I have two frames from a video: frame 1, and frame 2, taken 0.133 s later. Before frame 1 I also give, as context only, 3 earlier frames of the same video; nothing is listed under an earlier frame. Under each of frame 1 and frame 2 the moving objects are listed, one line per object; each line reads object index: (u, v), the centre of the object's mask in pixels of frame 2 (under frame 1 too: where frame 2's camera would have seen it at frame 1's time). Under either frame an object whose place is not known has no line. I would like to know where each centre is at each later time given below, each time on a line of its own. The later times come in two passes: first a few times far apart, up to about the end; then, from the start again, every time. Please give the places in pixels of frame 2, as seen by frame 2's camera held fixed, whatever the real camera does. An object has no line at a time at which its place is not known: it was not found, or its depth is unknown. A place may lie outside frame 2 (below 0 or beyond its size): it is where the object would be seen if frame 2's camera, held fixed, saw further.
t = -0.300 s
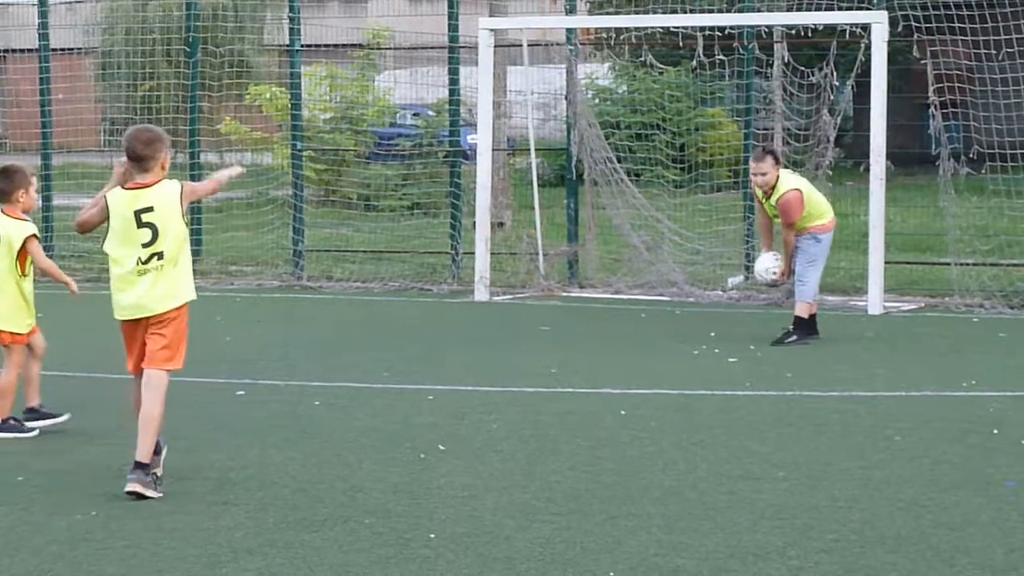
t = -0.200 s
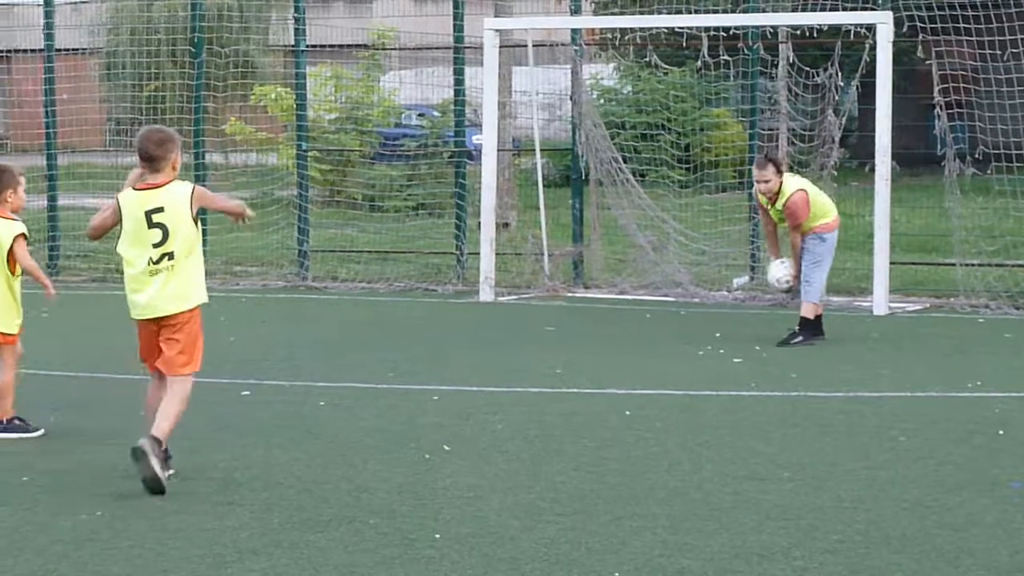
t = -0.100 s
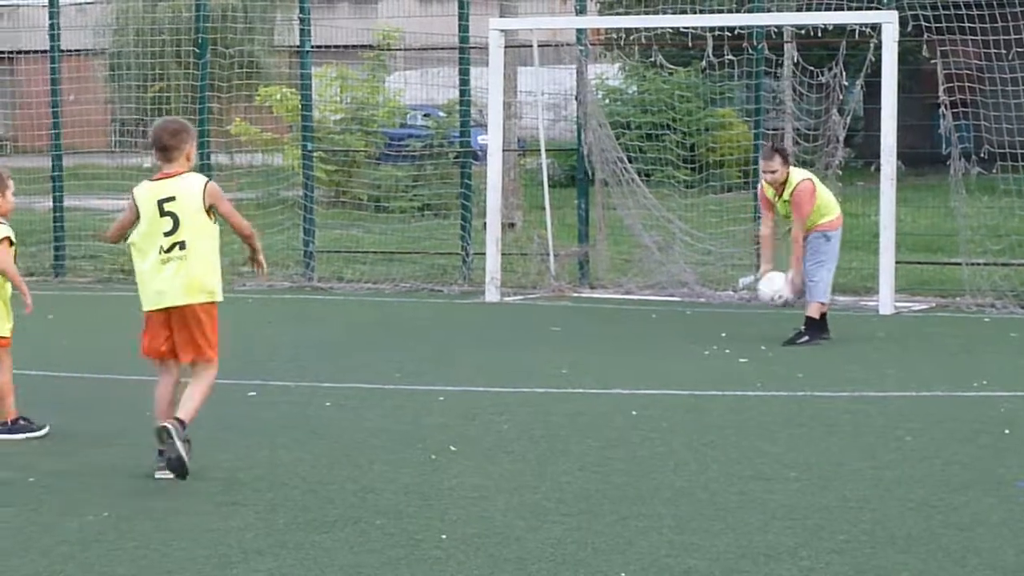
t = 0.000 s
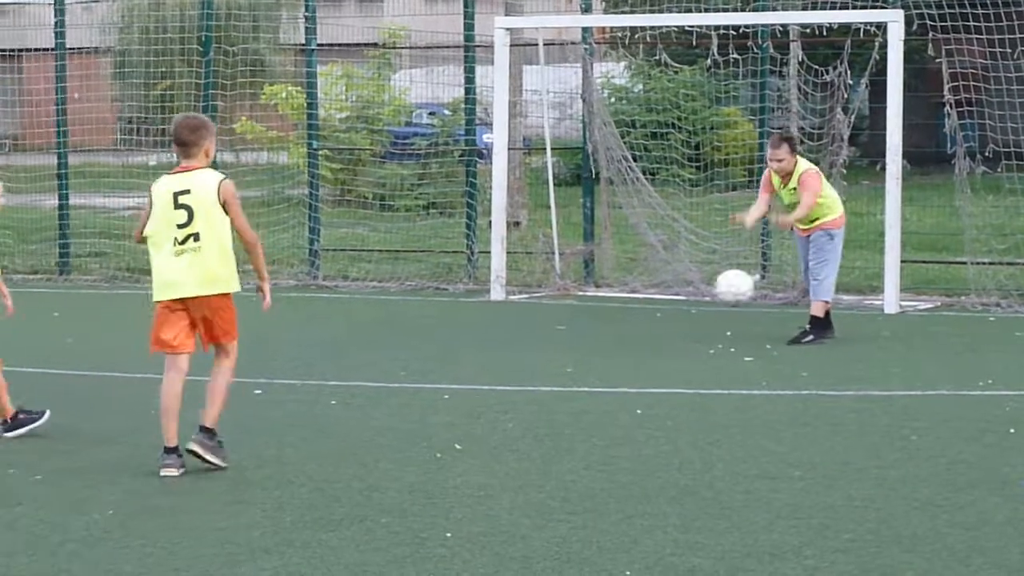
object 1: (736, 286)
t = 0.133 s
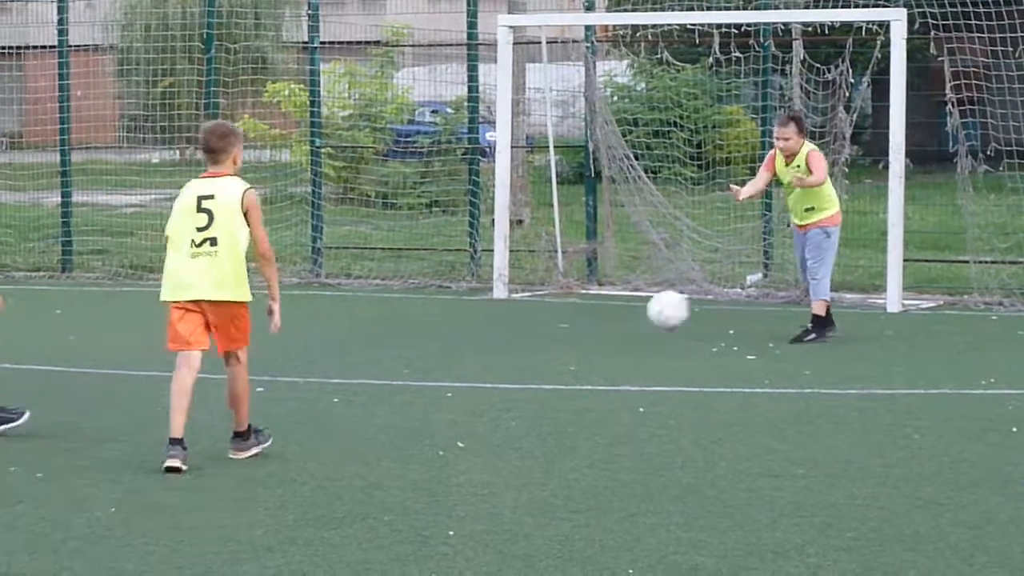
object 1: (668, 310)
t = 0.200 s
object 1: (632, 334)
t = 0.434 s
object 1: (529, 326)
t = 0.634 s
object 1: (441, 368)
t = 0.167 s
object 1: (650, 321)
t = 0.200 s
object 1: (632, 334)
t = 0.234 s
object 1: (613, 352)
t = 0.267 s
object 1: (597, 351)
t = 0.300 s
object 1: (585, 340)
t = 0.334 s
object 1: (570, 335)
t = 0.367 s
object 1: (557, 330)
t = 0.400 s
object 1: (543, 327)
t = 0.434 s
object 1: (529, 326)
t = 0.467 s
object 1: (515, 327)
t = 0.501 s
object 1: (500, 331)
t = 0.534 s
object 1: (486, 337)
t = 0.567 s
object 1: (471, 344)
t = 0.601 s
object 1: (457, 354)
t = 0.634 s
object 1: (441, 368)
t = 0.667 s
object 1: (426, 383)
